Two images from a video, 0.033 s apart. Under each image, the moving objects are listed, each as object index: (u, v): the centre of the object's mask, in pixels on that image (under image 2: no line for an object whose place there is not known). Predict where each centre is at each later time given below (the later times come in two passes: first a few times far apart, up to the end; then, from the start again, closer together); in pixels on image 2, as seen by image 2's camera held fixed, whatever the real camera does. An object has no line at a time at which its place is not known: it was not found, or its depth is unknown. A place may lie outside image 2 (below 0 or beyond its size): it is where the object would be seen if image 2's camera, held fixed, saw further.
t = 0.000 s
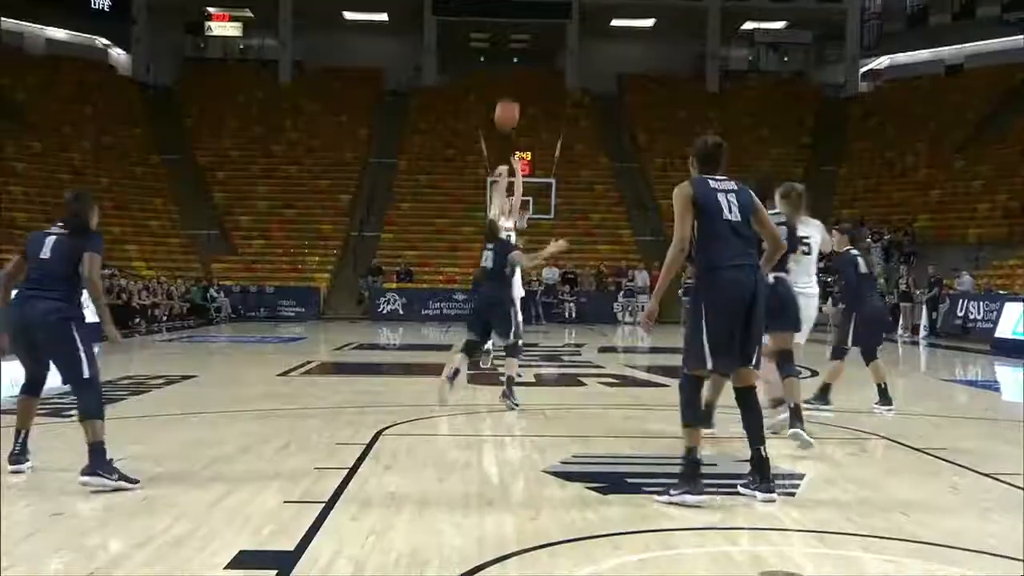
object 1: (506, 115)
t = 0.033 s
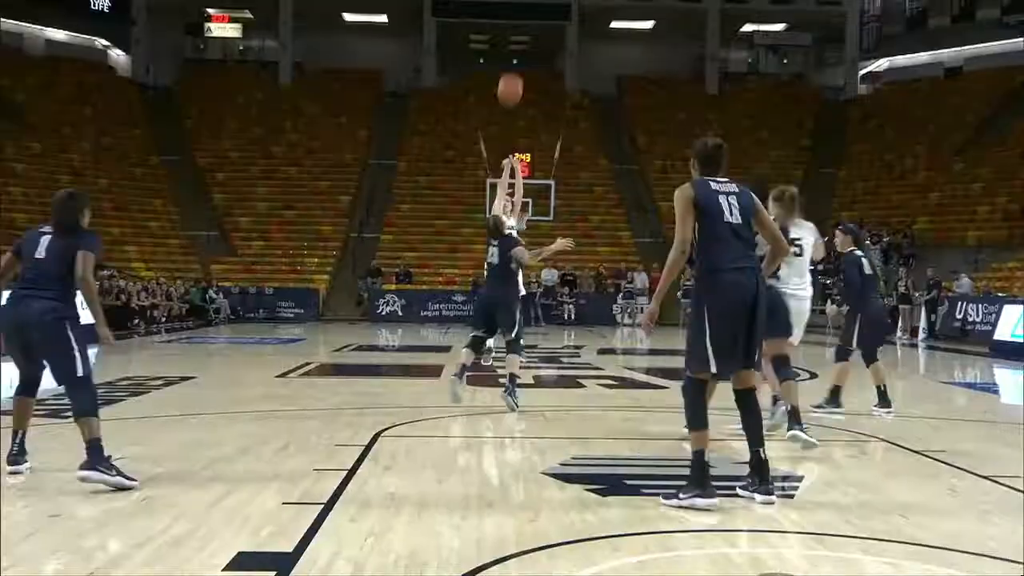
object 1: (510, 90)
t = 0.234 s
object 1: (537, -62)
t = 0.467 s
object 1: (576, -231)
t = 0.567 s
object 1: (597, -291)
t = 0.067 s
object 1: (514, 63)
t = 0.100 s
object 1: (518, 38)
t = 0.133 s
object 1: (522, 11)
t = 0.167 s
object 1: (526, -14)
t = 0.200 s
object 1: (531, -39)
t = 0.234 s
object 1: (537, -62)
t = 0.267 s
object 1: (541, -86)
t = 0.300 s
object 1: (546, -110)
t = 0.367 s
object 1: (558, -159)
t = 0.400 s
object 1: (564, -186)
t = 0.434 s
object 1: (569, -205)
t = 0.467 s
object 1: (576, -231)
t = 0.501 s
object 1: (583, -249)
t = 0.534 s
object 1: (590, -269)
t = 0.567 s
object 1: (597, -291)
